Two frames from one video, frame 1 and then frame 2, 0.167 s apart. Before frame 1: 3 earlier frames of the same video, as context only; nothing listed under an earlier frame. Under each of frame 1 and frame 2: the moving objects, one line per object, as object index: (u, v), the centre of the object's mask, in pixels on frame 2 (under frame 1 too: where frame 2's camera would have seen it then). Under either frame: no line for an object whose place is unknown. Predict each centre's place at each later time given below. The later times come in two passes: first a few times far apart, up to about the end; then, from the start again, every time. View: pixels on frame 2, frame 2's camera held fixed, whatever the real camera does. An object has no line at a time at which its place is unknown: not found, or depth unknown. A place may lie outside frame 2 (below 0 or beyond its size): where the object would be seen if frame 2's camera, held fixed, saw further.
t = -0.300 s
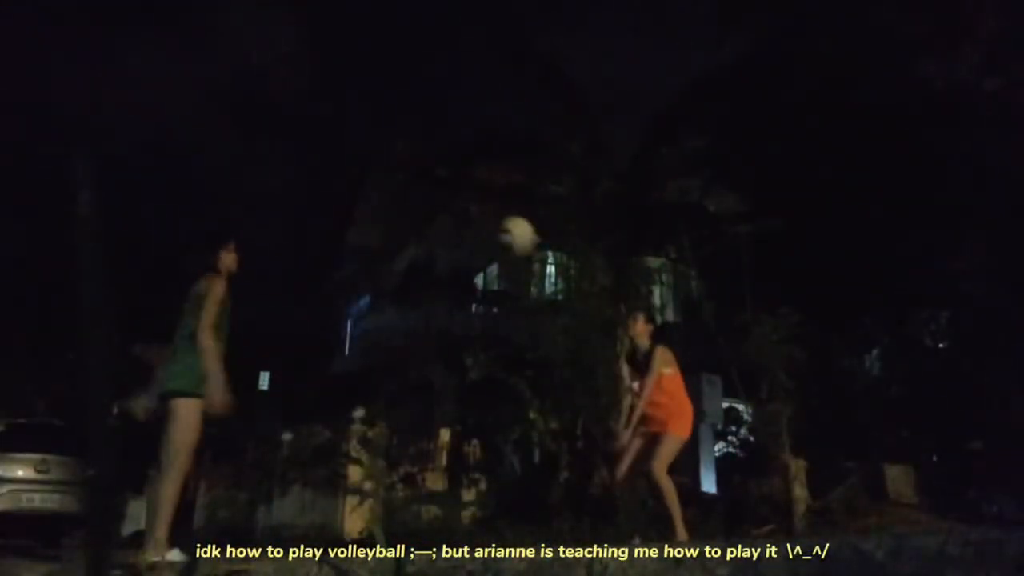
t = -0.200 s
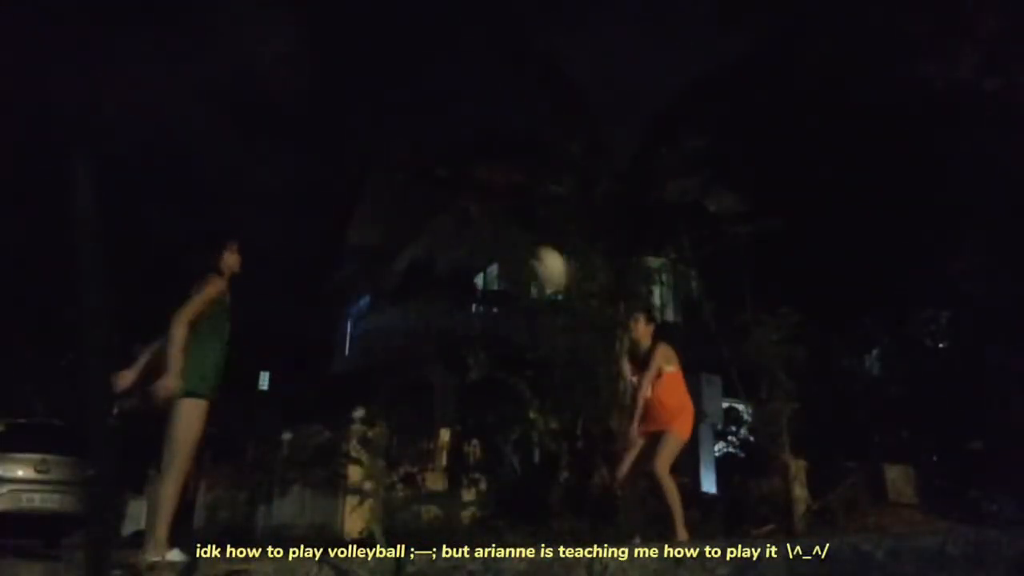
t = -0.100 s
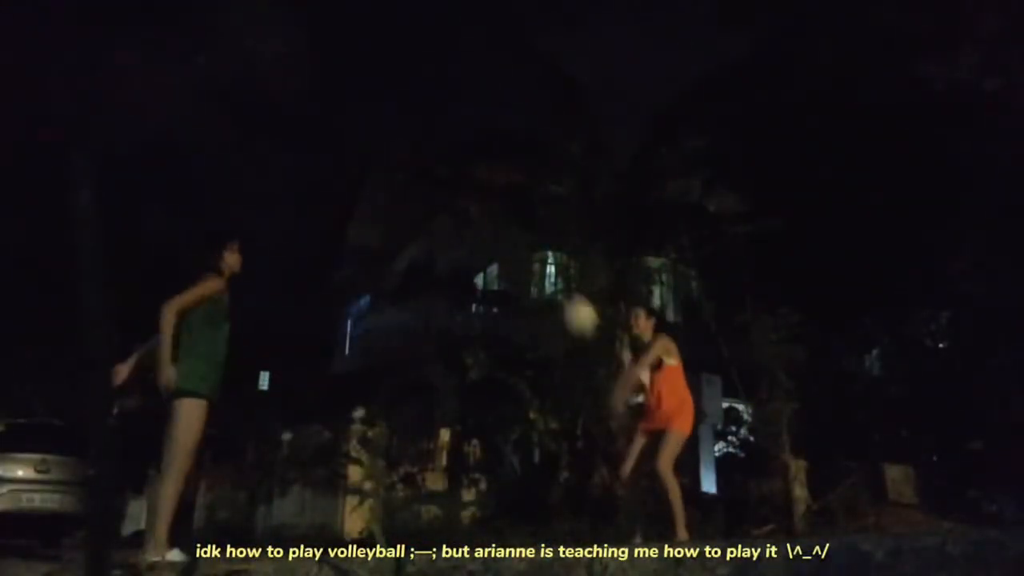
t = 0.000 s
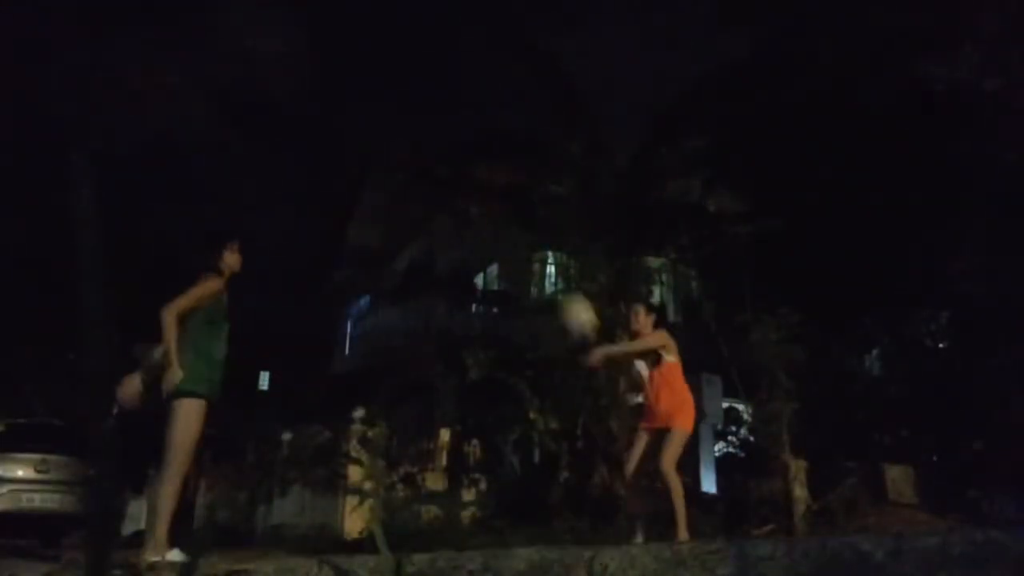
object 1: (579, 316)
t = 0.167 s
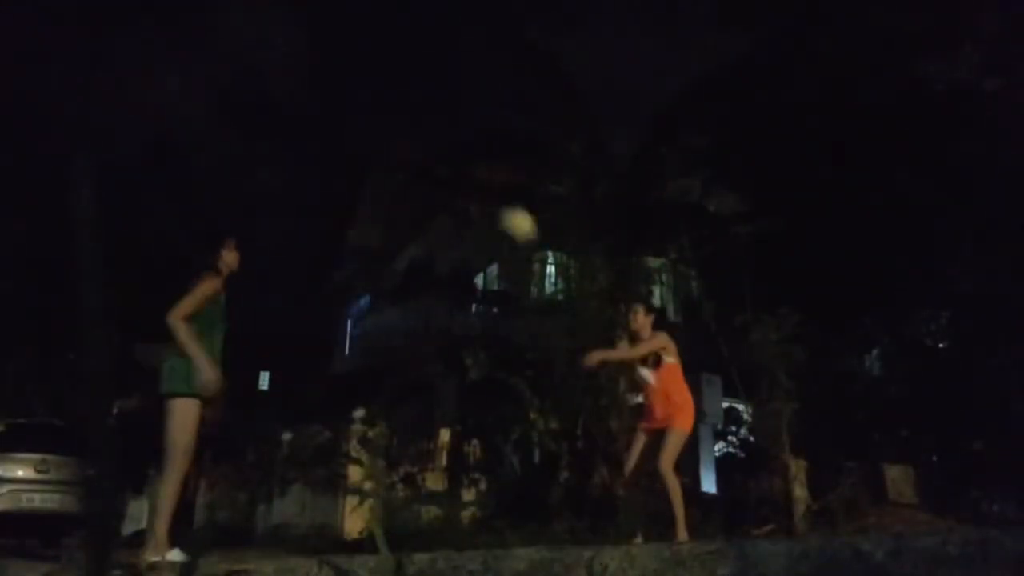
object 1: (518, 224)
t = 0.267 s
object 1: (485, 192)
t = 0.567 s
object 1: (383, 183)
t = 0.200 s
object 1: (507, 211)
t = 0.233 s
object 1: (495, 200)
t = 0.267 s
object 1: (485, 192)
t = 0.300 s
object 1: (474, 183)
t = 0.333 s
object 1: (463, 177)
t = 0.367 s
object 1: (452, 174)
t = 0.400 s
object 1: (441, 171)
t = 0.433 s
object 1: (430, 171)
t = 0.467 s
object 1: (418, 171)
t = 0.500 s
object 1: (406, 173)
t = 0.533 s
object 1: (395, 177)
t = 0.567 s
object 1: (383, 183)
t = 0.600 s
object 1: (373, 190)
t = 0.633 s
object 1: (360, 200)
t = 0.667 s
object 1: (349, 211)
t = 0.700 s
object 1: (336, 224)
